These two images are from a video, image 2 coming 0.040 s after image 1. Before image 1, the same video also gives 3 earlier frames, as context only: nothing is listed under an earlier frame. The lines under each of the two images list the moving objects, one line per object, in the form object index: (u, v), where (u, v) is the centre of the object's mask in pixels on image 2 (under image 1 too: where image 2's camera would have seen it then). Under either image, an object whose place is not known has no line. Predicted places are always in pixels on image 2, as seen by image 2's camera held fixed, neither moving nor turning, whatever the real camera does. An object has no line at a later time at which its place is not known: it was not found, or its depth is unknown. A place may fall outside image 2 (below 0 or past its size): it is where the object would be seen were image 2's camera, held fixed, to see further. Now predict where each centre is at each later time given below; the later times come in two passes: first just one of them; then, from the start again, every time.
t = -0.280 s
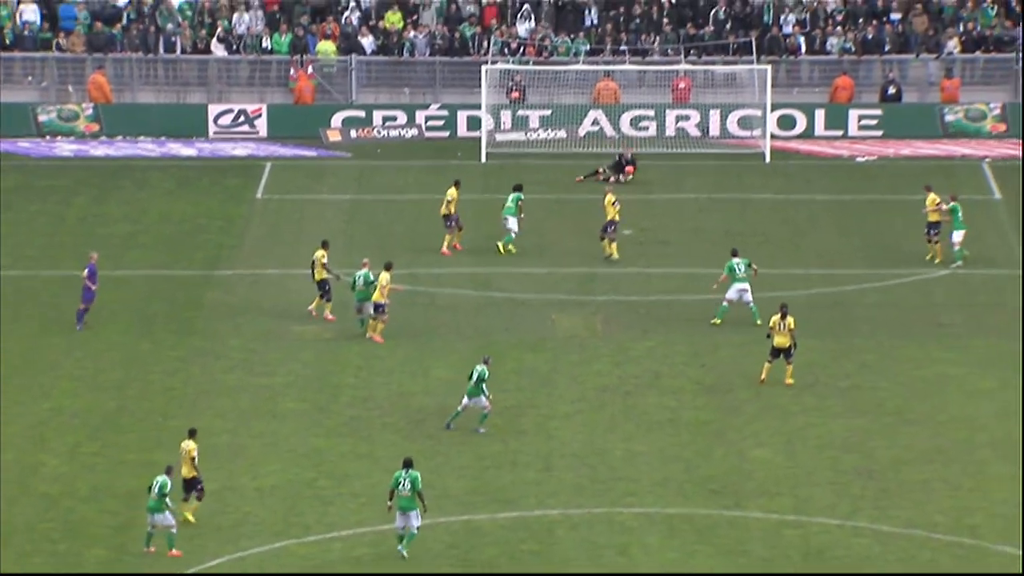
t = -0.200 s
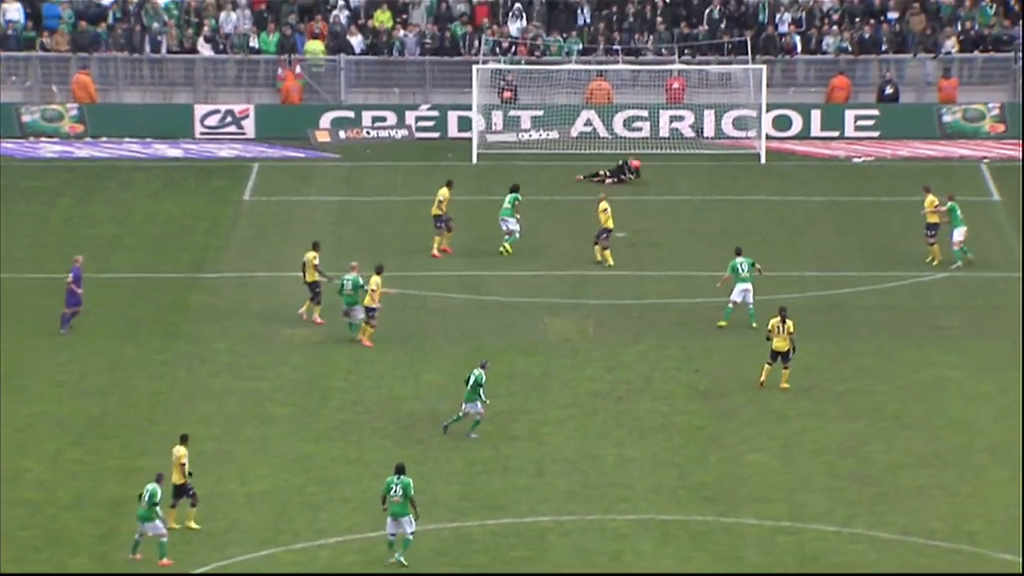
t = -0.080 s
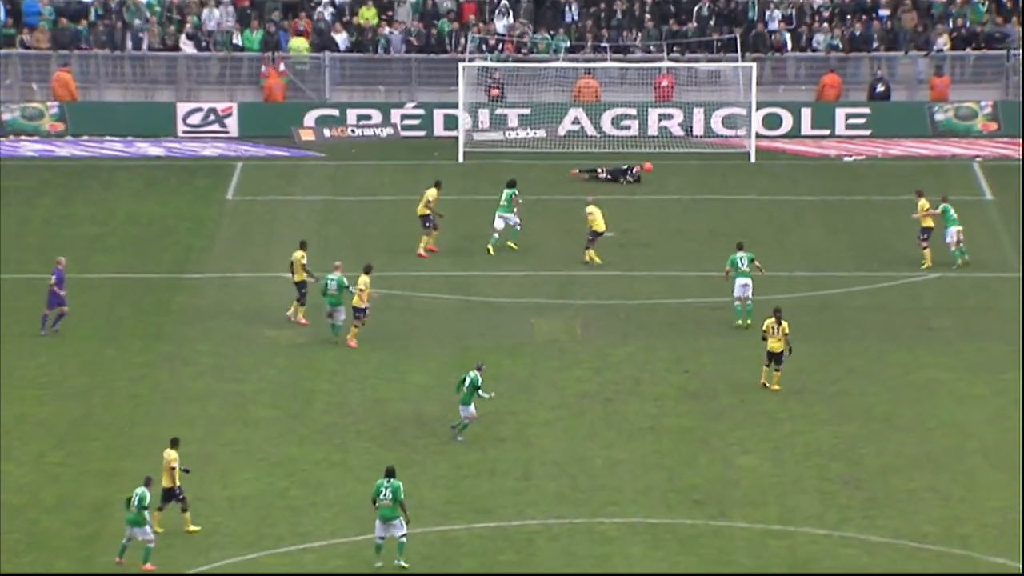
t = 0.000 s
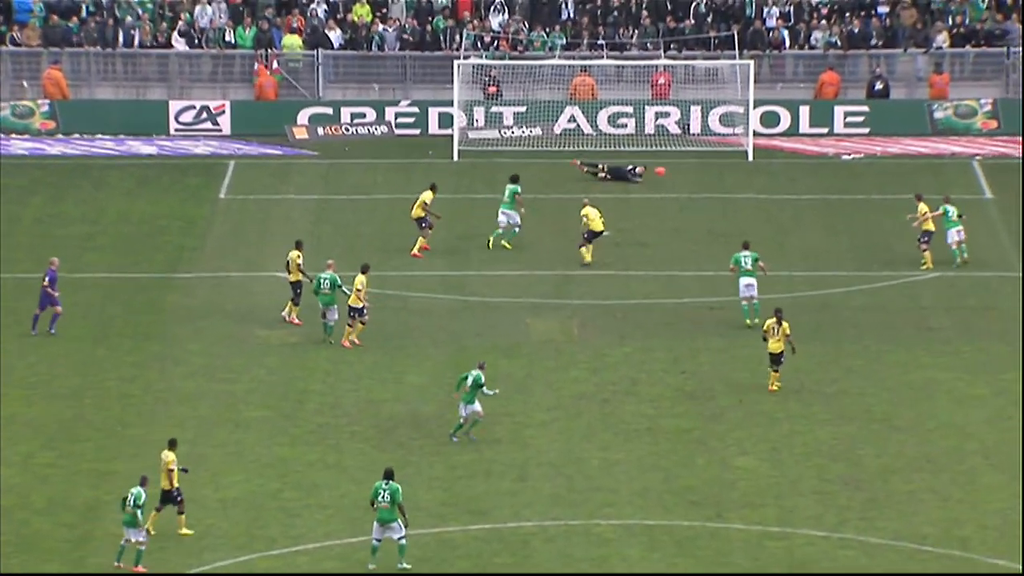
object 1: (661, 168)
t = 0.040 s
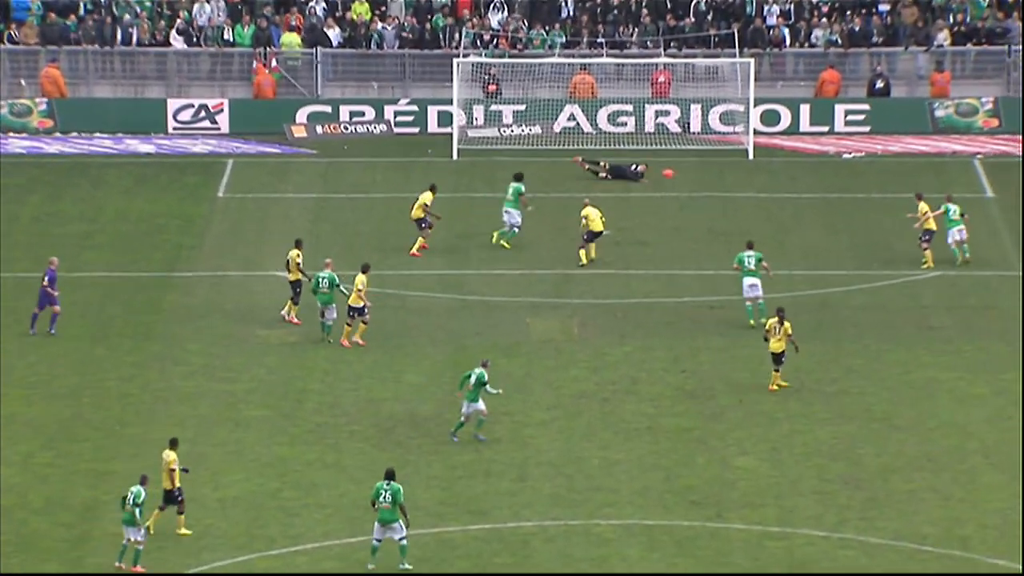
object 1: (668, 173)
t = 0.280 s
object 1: (710, 178)
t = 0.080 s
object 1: (676, 178)
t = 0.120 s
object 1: (684, 183)
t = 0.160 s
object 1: (691, 183)
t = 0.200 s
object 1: (698, 181)
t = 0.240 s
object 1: (705, 178)
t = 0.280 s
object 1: (710, 178)
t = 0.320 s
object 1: (717, 177)
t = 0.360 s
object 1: (723, 177)
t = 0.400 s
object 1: (729, 178)
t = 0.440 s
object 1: (736, 179)
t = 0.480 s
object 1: (742, 182)
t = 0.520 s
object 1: (747, 185)
